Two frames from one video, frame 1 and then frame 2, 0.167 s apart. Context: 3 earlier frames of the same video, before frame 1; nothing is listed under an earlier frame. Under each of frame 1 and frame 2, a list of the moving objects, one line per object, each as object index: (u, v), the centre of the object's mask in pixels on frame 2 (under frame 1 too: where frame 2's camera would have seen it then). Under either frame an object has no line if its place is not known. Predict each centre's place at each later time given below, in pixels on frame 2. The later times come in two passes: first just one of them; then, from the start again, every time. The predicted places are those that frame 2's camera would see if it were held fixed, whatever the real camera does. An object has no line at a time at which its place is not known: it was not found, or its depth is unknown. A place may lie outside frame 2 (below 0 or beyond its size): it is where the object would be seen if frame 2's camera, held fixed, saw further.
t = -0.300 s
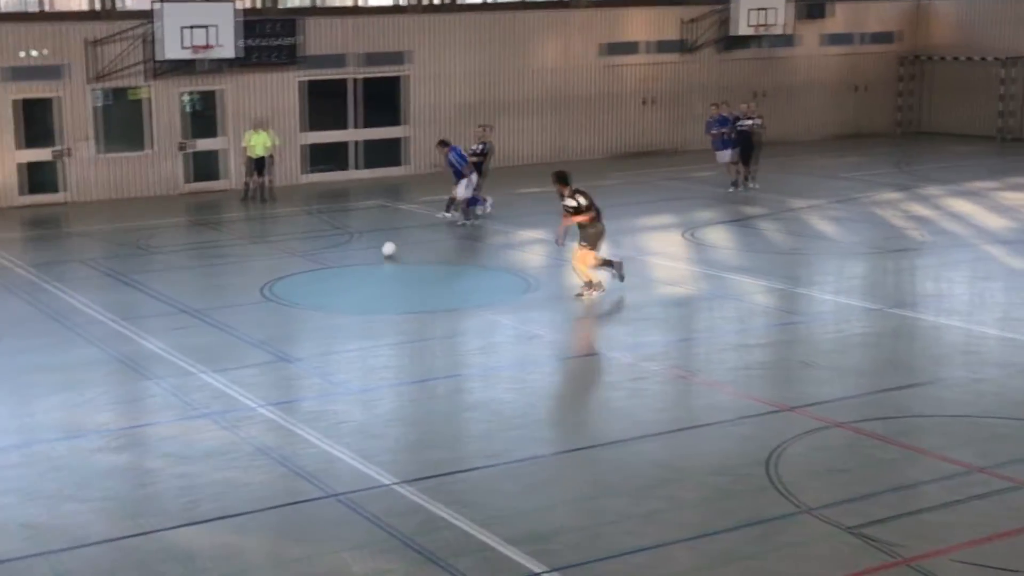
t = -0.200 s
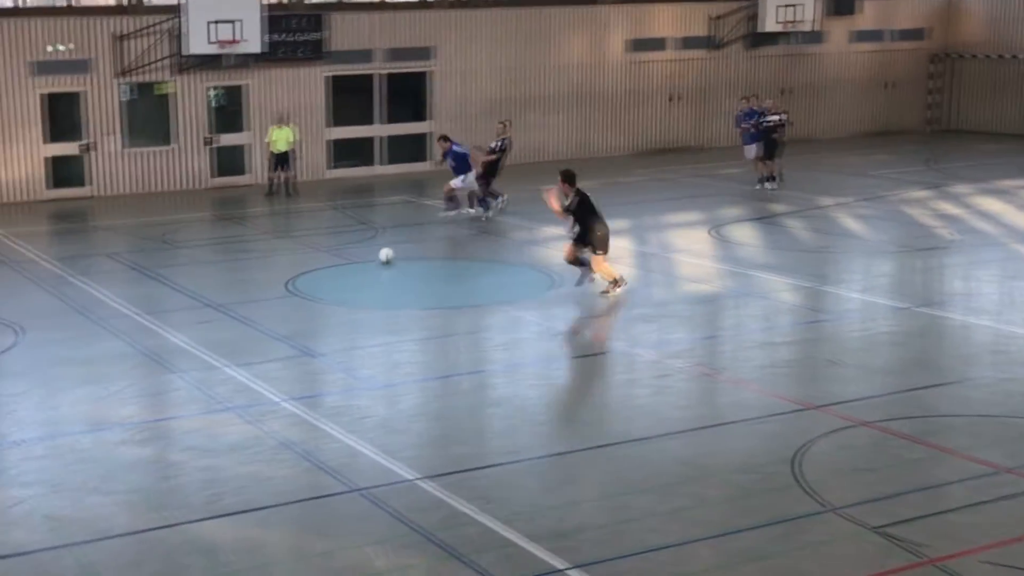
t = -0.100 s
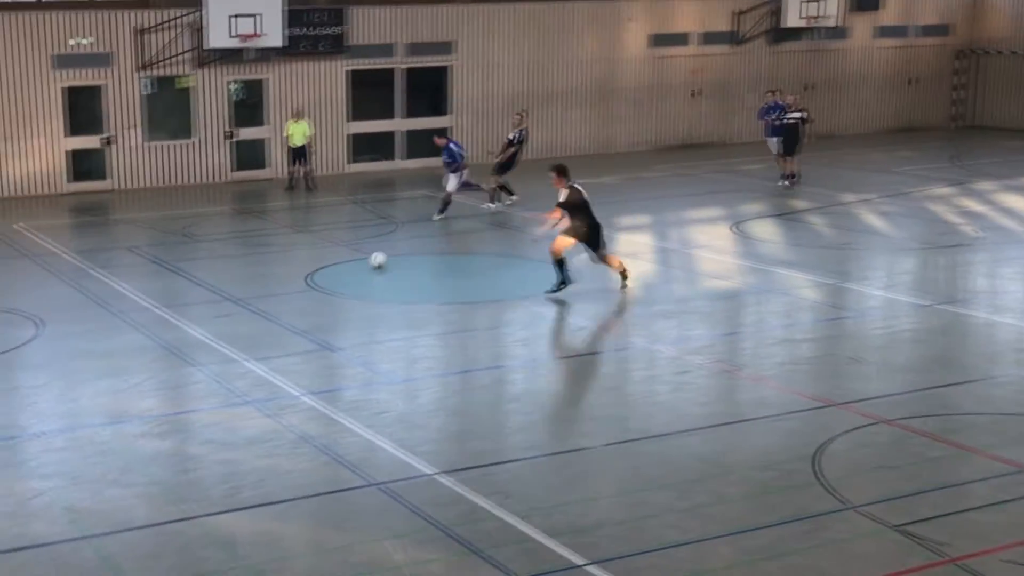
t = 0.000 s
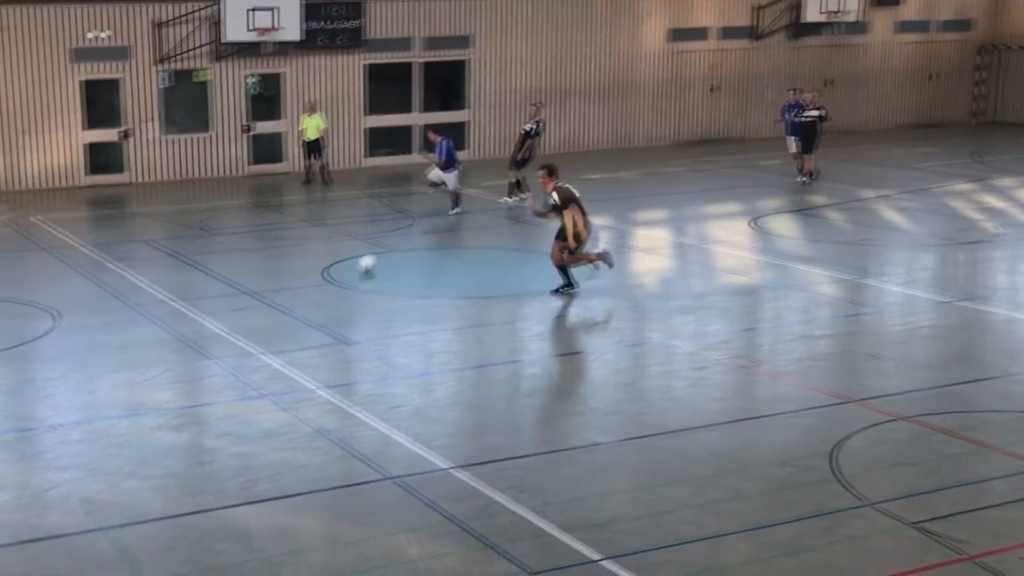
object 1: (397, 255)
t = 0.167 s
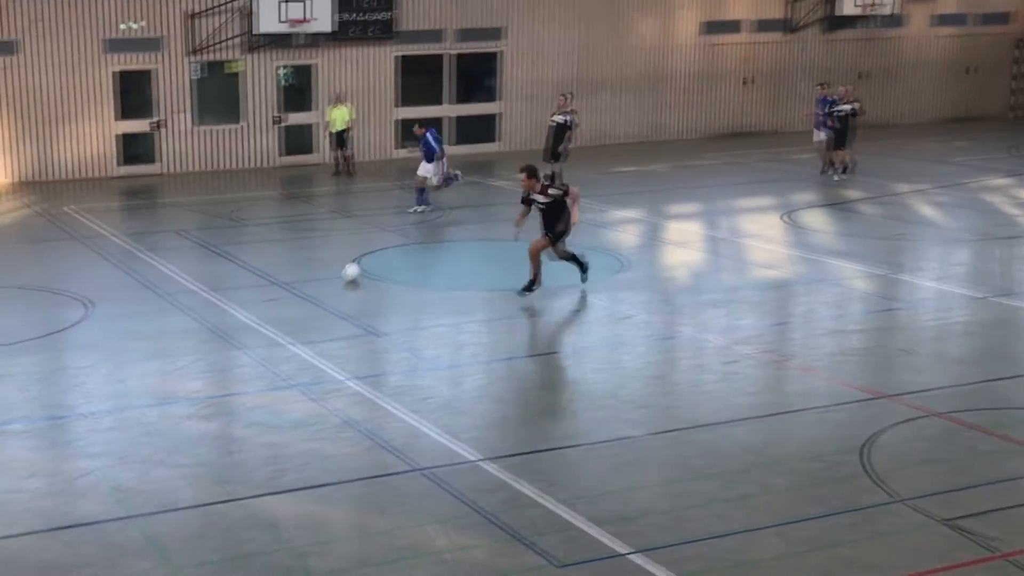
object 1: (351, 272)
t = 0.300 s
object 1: (314, 286)
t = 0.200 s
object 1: (342, 275)
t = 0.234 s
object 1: (333, 278)
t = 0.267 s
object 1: (324, 282)
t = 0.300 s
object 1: (314, 286)
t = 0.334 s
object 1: (305, 289)
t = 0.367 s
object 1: (294, 290)
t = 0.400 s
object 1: (284, 292)
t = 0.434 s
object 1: (274, 297)
